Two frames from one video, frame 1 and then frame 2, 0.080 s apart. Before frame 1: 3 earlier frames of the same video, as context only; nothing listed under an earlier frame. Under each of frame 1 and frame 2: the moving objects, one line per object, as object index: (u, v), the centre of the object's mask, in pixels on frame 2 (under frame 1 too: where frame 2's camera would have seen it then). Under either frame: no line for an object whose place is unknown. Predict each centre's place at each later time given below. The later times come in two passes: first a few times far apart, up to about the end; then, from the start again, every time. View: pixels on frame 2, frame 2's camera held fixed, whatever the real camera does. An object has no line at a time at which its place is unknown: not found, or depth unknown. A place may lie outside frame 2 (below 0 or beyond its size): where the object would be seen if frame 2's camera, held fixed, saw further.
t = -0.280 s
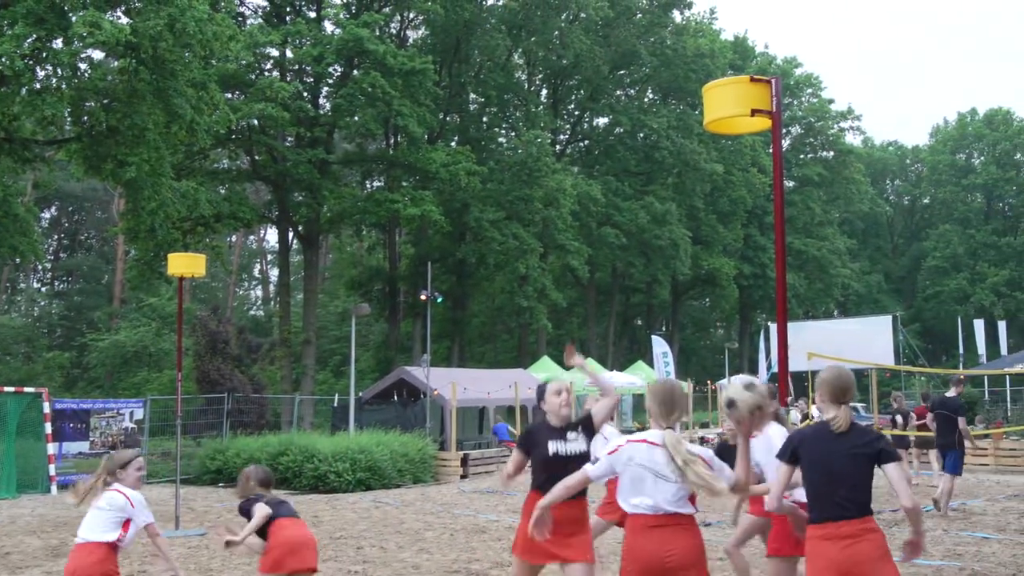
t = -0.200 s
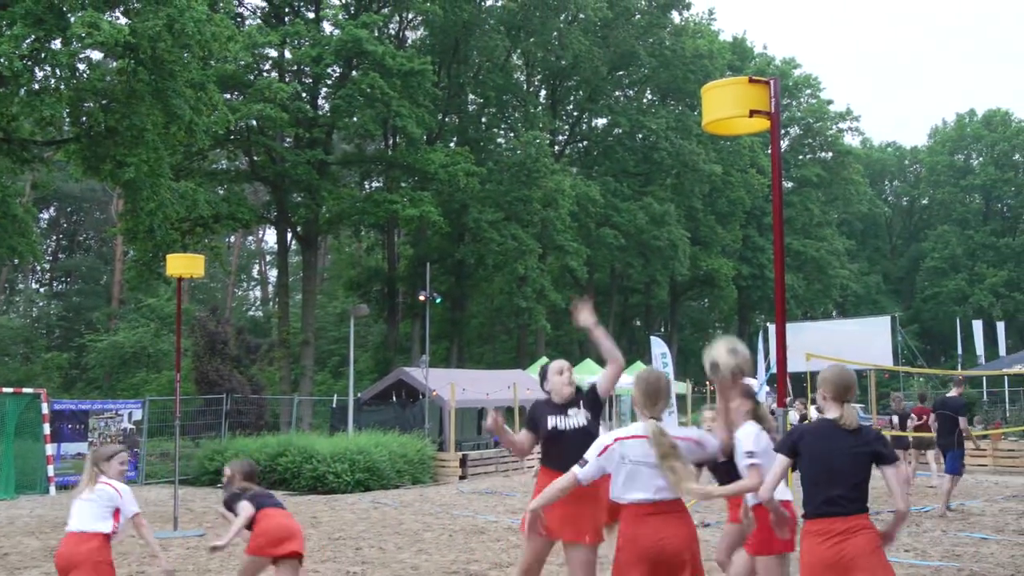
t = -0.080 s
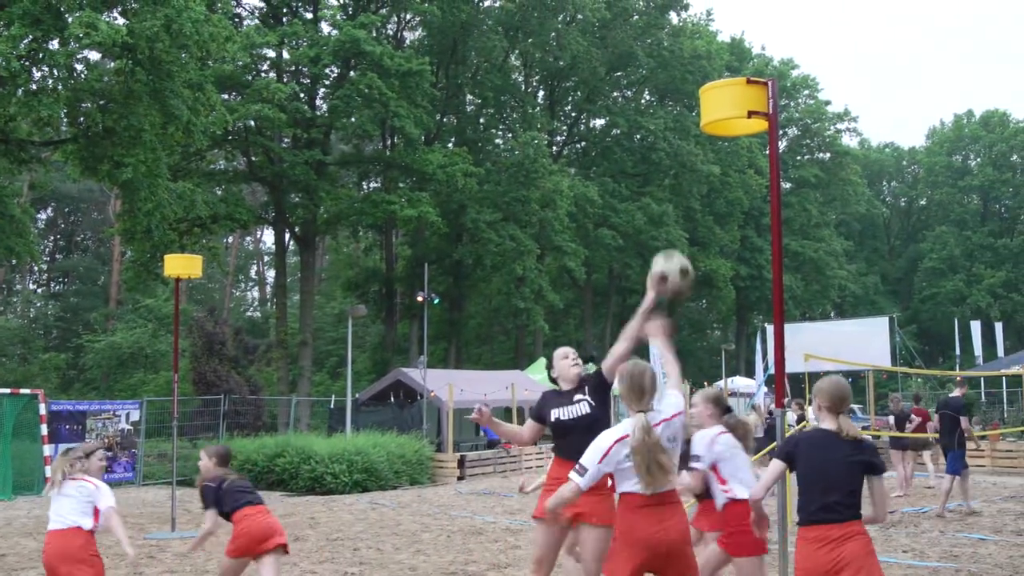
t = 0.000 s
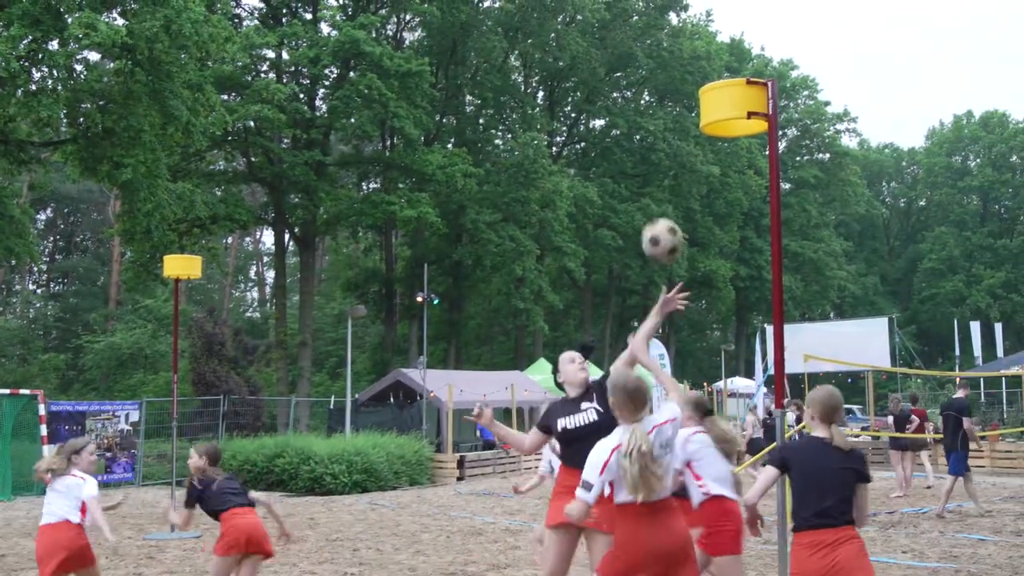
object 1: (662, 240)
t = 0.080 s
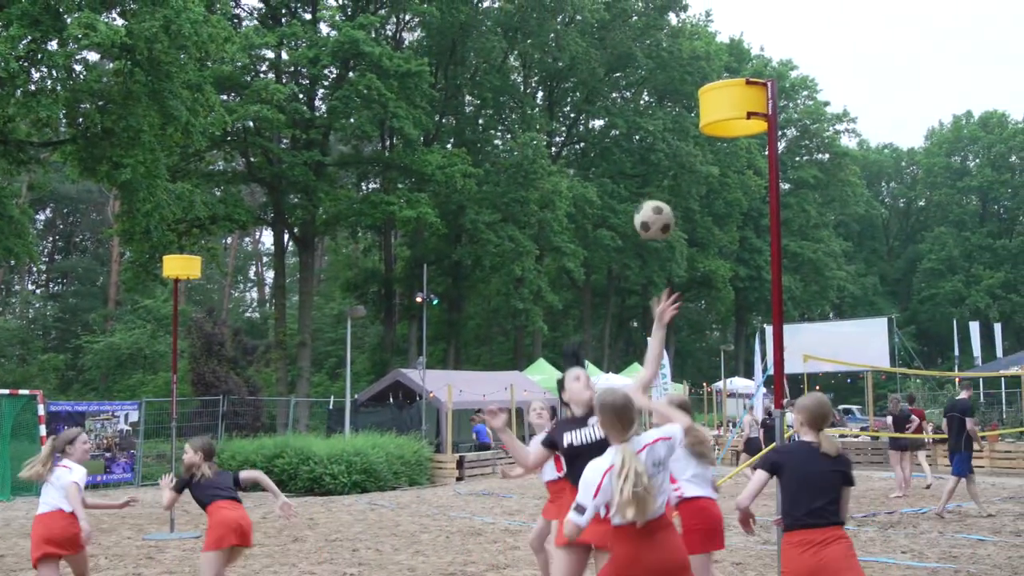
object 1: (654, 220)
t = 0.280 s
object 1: (639, 220)
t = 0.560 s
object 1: (622, 313)
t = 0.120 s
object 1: (651, 214)
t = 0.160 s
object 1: (647, 213)
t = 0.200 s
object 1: (646, 213)
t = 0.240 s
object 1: (642, 215)
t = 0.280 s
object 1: (639, 220)
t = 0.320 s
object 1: (637, 227)
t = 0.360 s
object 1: (635, 237)
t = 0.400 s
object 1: (631, 249)
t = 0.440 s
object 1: (630, 262)
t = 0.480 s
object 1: (627, 277)
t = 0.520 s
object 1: (625, 295)
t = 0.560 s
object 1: (622, 313)
